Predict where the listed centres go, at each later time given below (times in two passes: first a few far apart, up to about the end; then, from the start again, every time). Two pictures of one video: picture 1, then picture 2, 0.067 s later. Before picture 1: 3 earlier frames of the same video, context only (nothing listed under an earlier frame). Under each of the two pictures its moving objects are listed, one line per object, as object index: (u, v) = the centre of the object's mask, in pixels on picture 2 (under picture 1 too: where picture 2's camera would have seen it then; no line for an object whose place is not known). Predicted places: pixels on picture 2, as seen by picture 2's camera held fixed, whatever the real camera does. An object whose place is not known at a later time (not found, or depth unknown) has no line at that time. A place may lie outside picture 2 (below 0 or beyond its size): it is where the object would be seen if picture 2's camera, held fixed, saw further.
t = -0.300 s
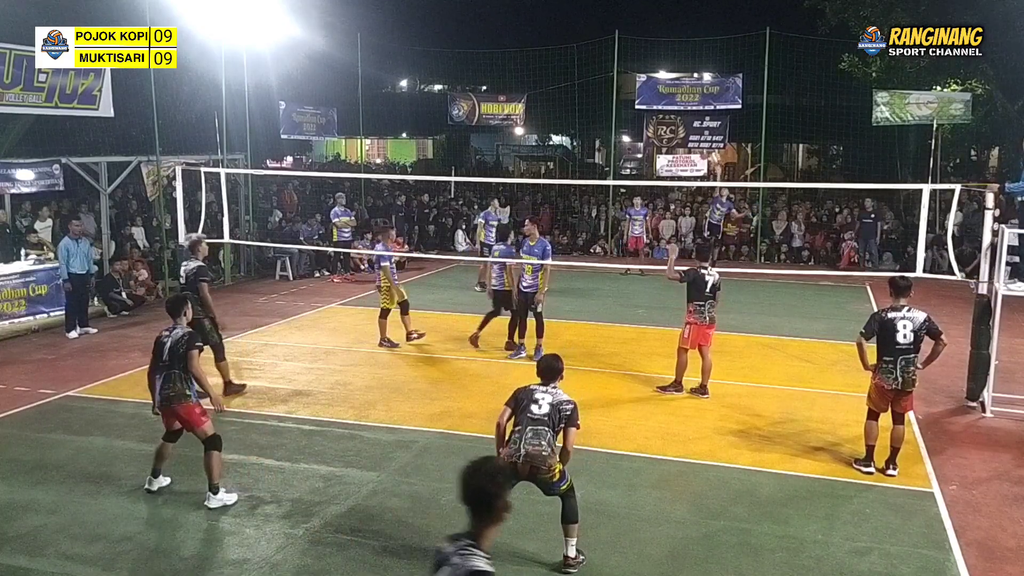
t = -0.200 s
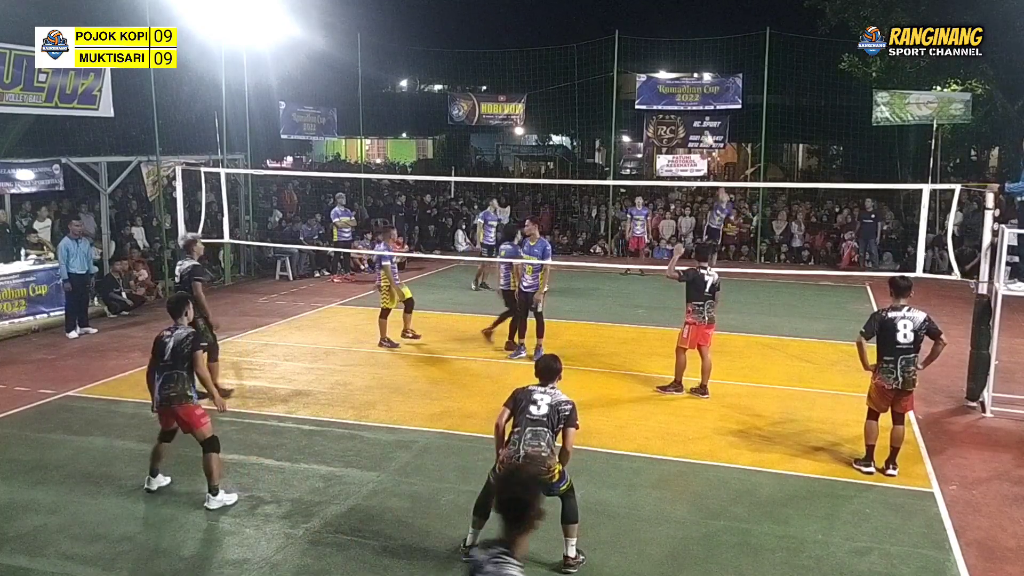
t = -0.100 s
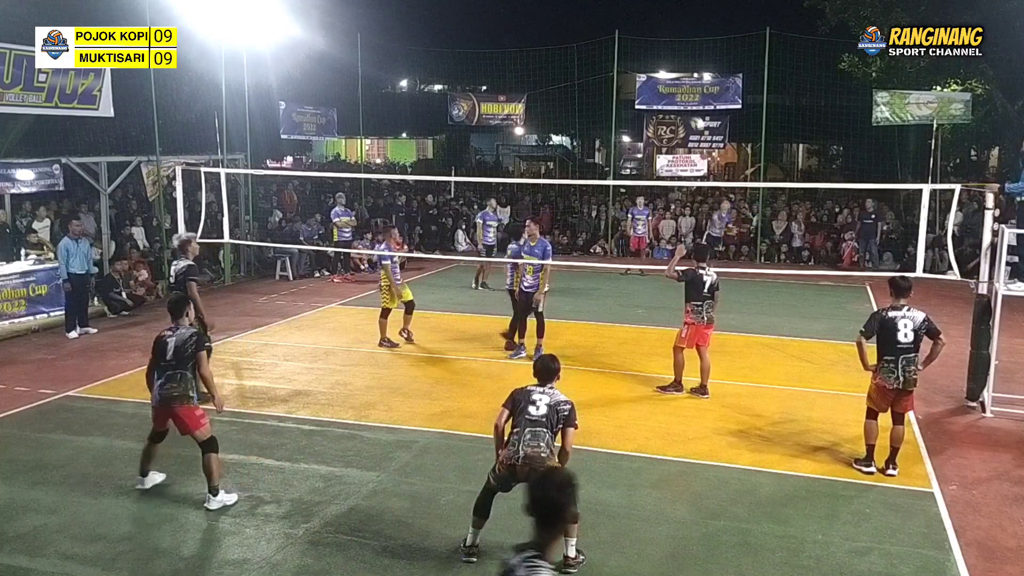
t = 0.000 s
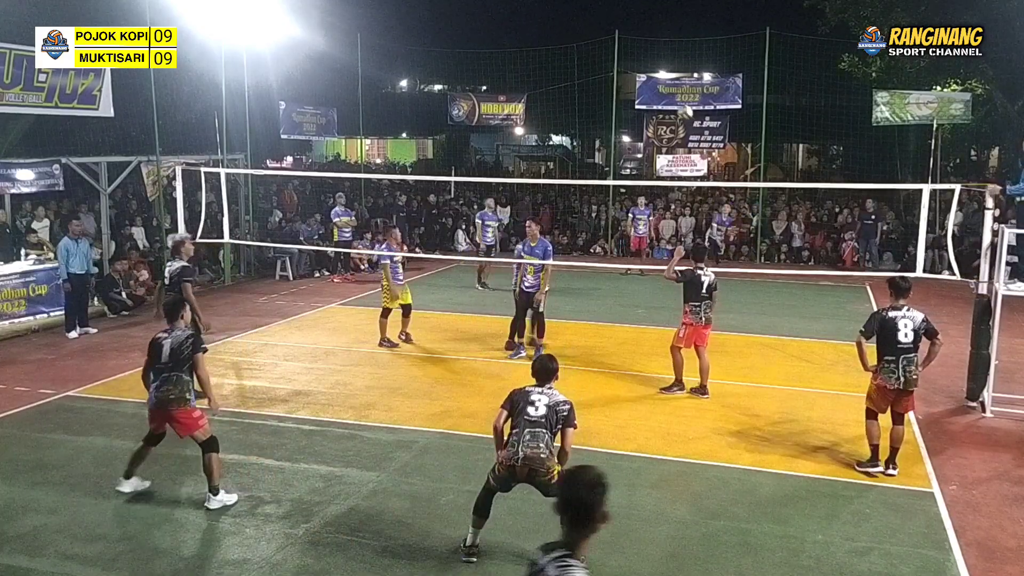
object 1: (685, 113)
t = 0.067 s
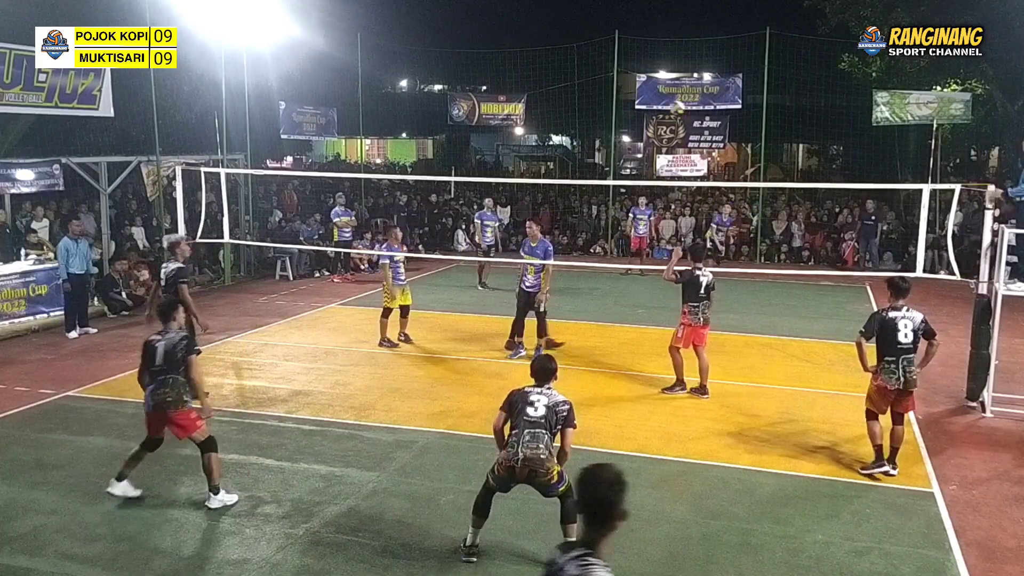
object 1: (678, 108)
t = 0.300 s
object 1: (648, 111)
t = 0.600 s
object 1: (594, 183)
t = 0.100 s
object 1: (673, 107)
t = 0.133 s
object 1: (669, 106)
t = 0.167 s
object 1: (665, 106)
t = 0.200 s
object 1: (661, 106)
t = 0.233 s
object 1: (657, 107)
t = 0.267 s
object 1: (653, 109)
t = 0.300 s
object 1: (648, 111)
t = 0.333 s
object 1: (643, 115)
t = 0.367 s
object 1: (637, 119)
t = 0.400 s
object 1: (632, 124)
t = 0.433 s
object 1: (626, 130)
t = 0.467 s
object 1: (621, 138)
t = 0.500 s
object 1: (615, 147)
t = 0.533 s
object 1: (608, 158)
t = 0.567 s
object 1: (601, 168)
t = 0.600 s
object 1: (594, 183)
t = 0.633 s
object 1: (587, 198)
